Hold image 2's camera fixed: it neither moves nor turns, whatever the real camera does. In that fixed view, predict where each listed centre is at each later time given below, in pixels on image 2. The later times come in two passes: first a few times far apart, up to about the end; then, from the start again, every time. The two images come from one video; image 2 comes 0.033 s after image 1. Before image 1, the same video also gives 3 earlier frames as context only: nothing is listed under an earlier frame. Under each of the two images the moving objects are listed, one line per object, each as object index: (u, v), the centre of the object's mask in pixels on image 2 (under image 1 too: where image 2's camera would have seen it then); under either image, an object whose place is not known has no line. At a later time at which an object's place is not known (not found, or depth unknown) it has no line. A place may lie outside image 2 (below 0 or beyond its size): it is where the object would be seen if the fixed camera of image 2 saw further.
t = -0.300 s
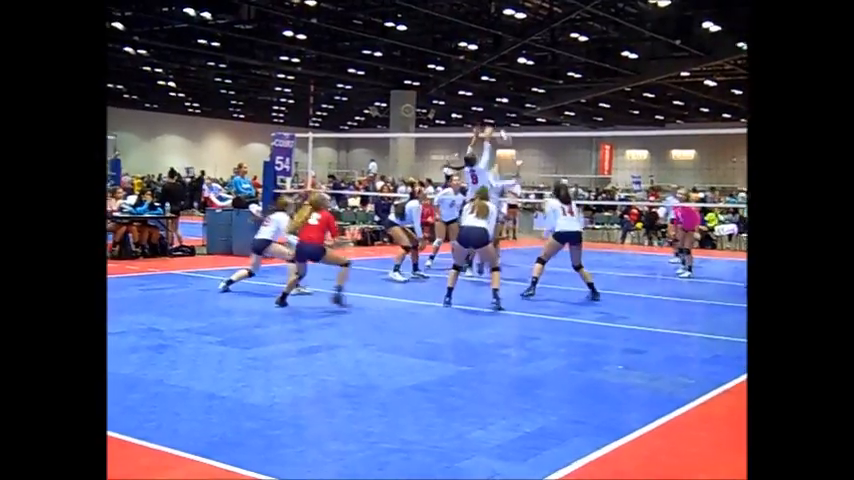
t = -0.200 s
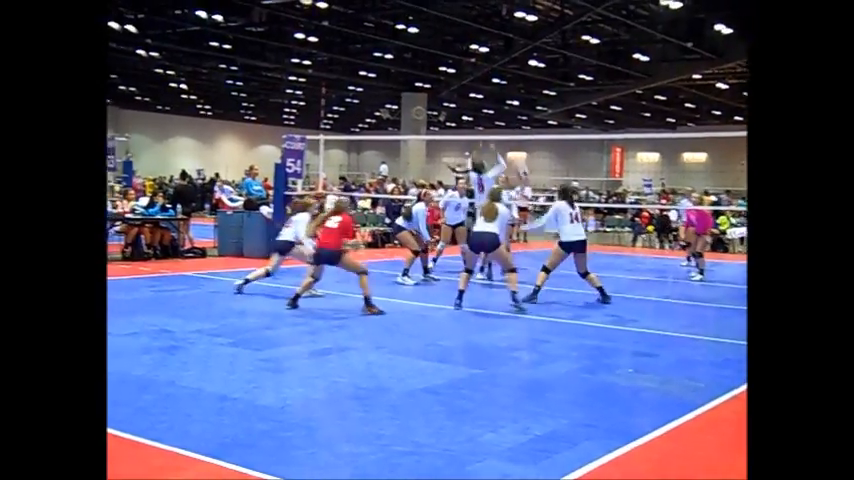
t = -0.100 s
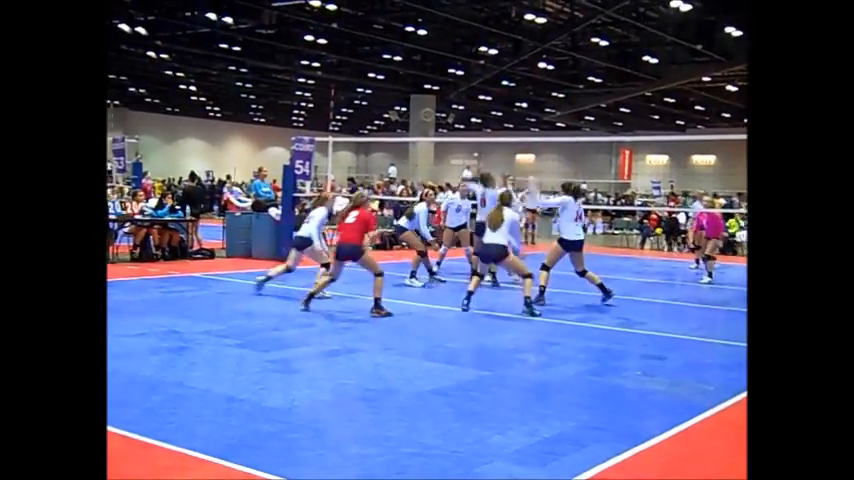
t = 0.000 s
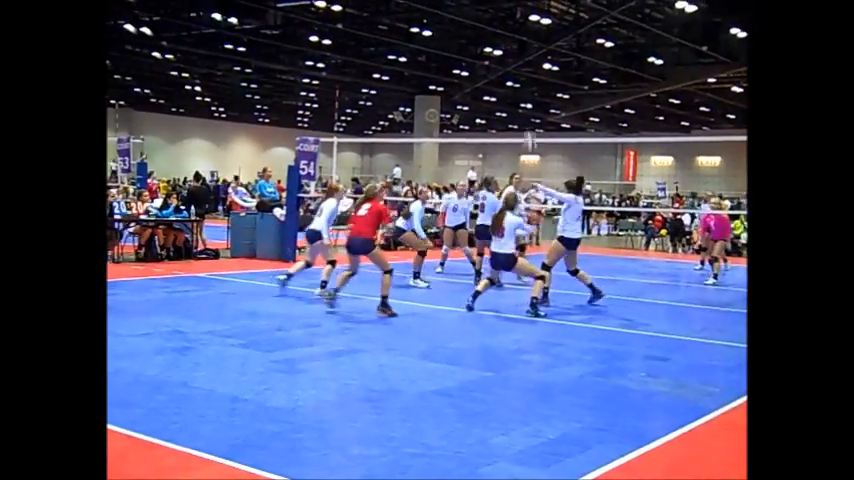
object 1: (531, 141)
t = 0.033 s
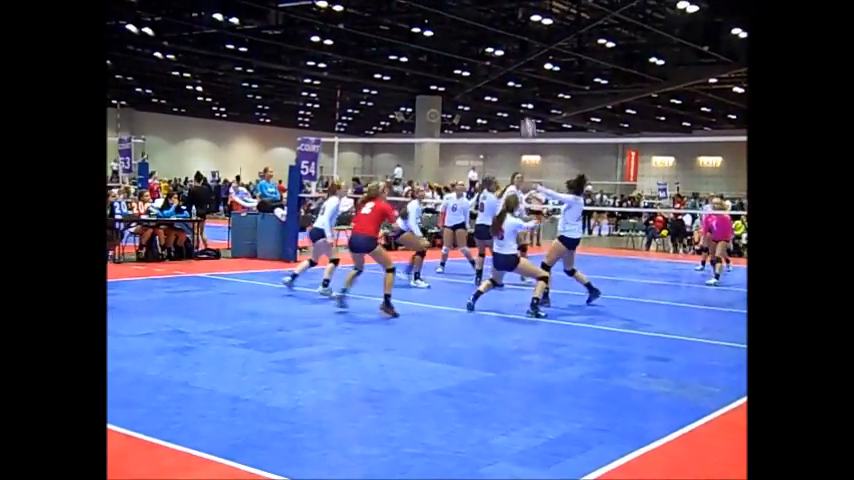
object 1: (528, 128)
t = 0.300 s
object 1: (509, 52)
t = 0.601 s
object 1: (483, 29)
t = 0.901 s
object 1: (455, 71)
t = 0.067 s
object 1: (525, 118)
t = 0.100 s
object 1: (523, 104)
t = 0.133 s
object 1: (520, 94)
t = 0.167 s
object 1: (518, 84)
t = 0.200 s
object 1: (516, 75)
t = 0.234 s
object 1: (513, 66)
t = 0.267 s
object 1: (511, 59)
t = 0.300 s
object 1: (509, 52)
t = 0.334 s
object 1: (507, 45)
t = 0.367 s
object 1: (505, 41)
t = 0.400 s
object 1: (503, 37)
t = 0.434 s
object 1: (500, 34)
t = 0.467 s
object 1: (497, 31)
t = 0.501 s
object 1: (494, 29)
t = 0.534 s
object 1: (490, 28)
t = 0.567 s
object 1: (487, 28)
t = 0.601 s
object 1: (483, 29)
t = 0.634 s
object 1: (479, 30)
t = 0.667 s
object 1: (476, 33)
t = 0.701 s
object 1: (473, 36)
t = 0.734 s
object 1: (469, 40)
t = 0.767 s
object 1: (467, 44)
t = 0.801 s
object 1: (463, 49)
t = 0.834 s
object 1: (460, 56)
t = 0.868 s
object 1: (458, 61)
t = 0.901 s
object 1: (455, 71)
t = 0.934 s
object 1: (451, 79)
